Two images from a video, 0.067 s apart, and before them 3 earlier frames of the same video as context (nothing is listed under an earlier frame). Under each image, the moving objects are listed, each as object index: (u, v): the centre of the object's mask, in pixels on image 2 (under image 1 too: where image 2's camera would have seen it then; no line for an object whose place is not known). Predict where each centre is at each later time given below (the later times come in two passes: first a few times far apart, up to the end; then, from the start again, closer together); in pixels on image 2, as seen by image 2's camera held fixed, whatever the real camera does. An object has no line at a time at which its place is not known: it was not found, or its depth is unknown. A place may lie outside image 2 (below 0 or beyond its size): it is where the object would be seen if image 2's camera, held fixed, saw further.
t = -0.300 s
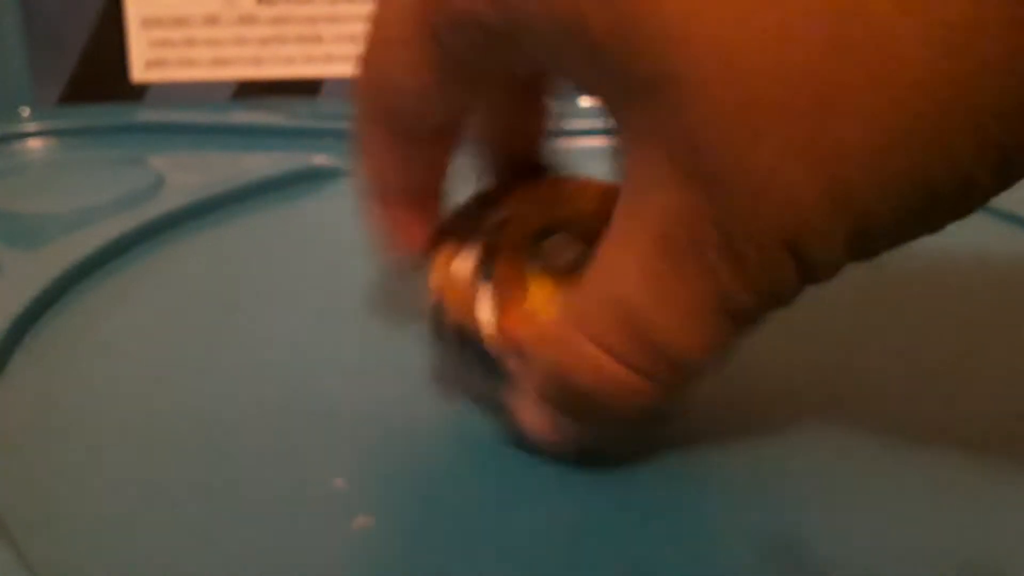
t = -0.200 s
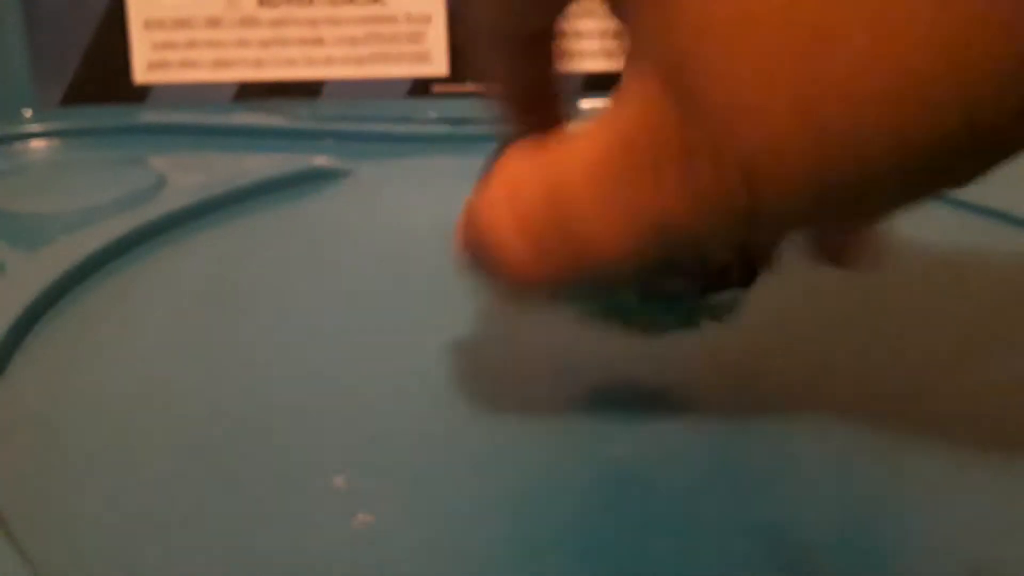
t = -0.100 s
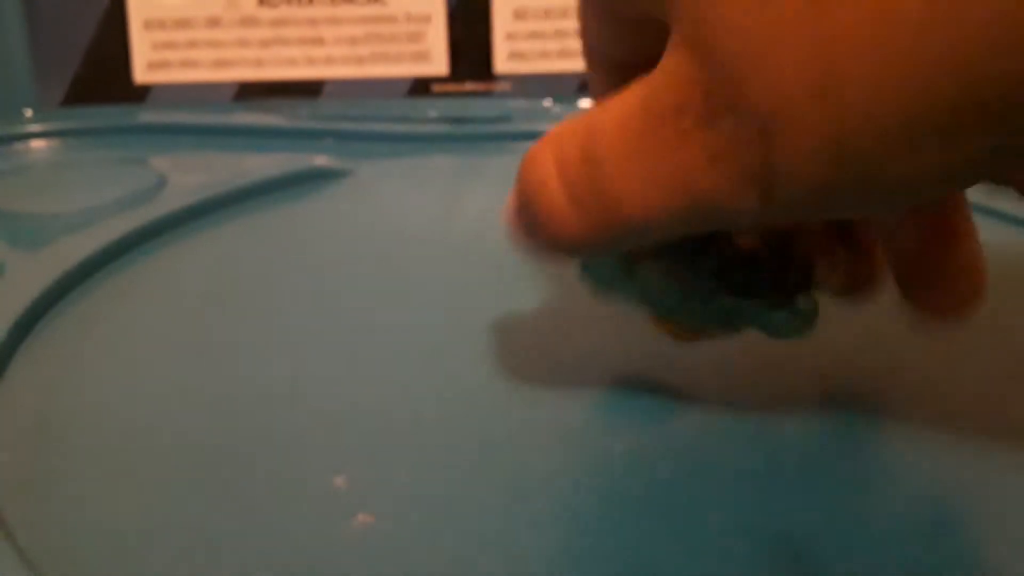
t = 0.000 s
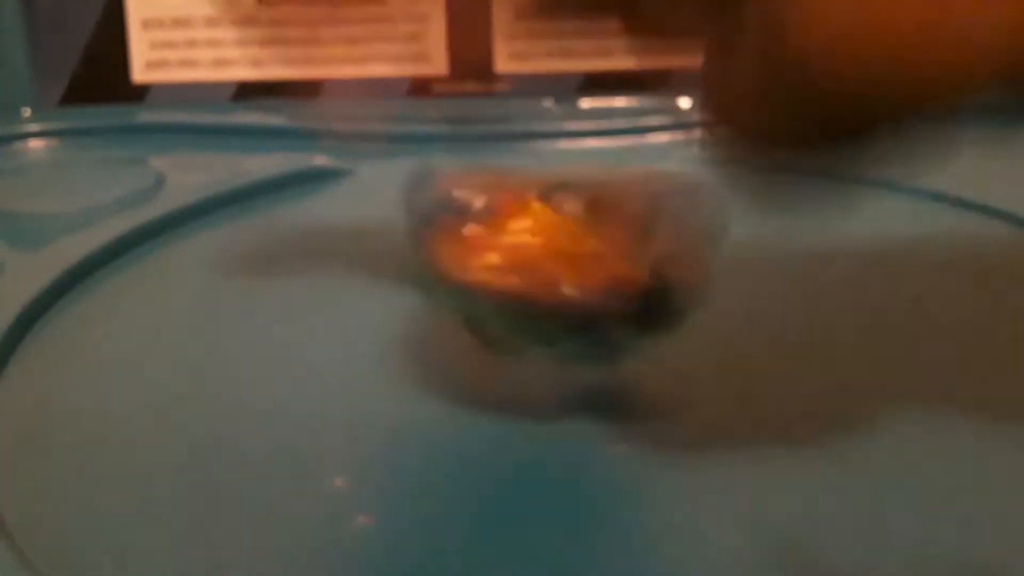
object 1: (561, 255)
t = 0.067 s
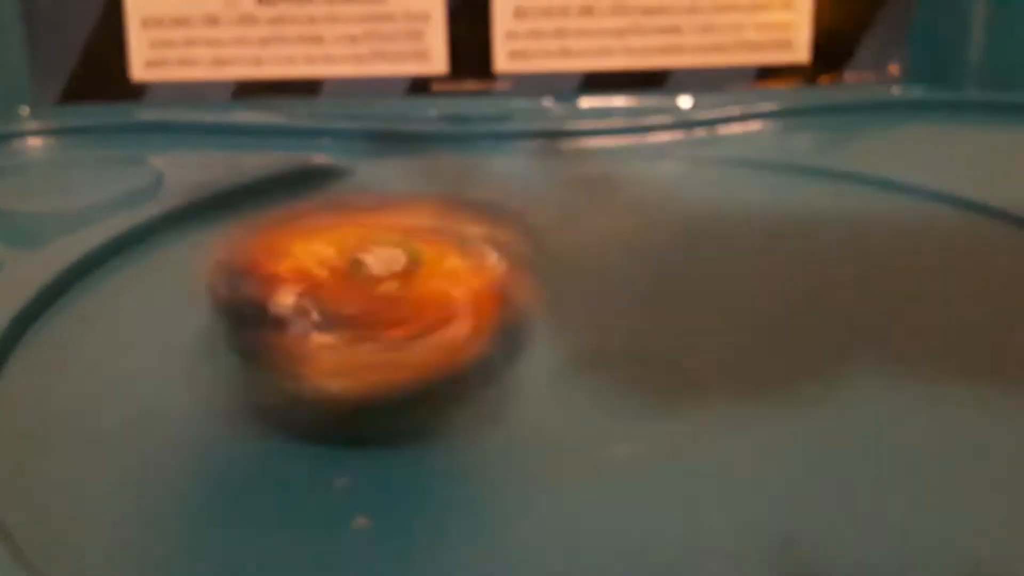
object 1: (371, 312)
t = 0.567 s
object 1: (508, 321)
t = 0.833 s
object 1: (606, 277)
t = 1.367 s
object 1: (568, 266)
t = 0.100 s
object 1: (264, 334)
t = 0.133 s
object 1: (222, 321)
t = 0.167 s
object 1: (166, 324)
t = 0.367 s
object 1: (301, 328)
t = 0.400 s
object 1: (343, 328)
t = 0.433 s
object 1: (385, 330)
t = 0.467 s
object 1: (424, 329)
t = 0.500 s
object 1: (455, 328)
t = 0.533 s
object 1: (482, 325)
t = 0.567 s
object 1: (508, 321)
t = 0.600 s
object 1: (533, 316)
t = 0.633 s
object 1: (553, 308)
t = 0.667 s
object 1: (566, 303)
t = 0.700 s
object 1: (579, 304)
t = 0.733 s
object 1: (591, 299)
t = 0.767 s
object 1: (601, 293)
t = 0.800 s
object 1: (607, 284)
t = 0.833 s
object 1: (606, 277)
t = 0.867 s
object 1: (601, 270)
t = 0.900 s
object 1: (597, 260)
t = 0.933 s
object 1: (593, 252)
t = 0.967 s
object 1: (588, 246)
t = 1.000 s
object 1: (583, 240)
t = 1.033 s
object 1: (576, 234)
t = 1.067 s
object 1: (568, 232)
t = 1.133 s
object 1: (556, 232)
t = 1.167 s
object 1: (552, 232)
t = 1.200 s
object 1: (545, 237)
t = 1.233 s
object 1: (545, 242)
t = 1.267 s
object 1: (545, 249)
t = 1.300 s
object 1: (552, 247)
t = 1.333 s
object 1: (556, 256)
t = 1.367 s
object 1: (568, 266)
